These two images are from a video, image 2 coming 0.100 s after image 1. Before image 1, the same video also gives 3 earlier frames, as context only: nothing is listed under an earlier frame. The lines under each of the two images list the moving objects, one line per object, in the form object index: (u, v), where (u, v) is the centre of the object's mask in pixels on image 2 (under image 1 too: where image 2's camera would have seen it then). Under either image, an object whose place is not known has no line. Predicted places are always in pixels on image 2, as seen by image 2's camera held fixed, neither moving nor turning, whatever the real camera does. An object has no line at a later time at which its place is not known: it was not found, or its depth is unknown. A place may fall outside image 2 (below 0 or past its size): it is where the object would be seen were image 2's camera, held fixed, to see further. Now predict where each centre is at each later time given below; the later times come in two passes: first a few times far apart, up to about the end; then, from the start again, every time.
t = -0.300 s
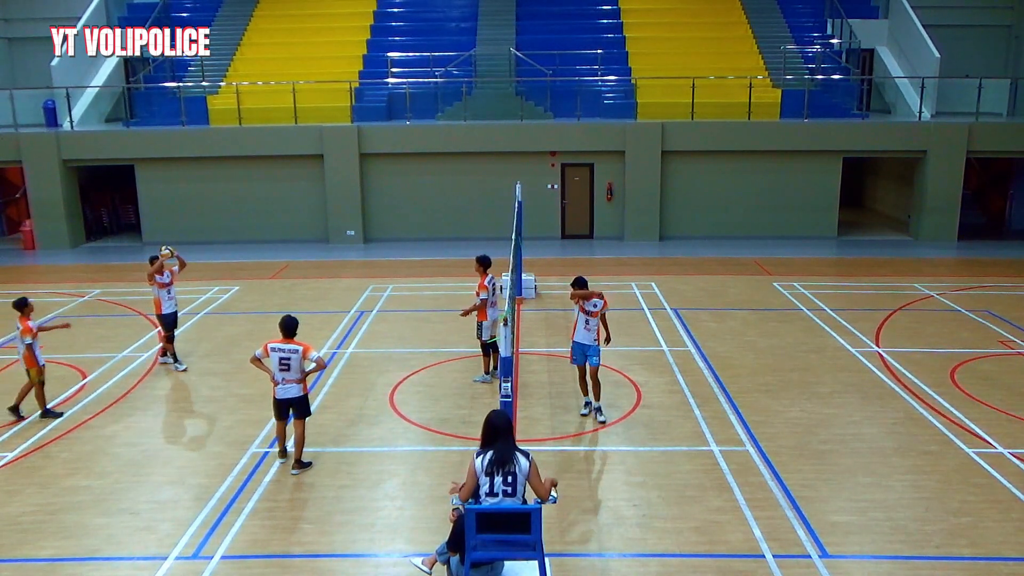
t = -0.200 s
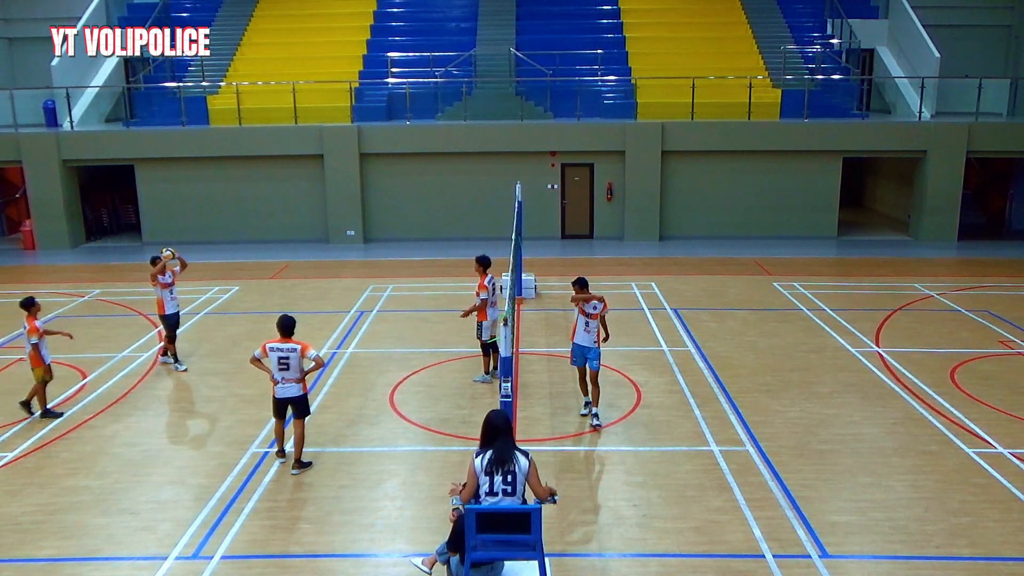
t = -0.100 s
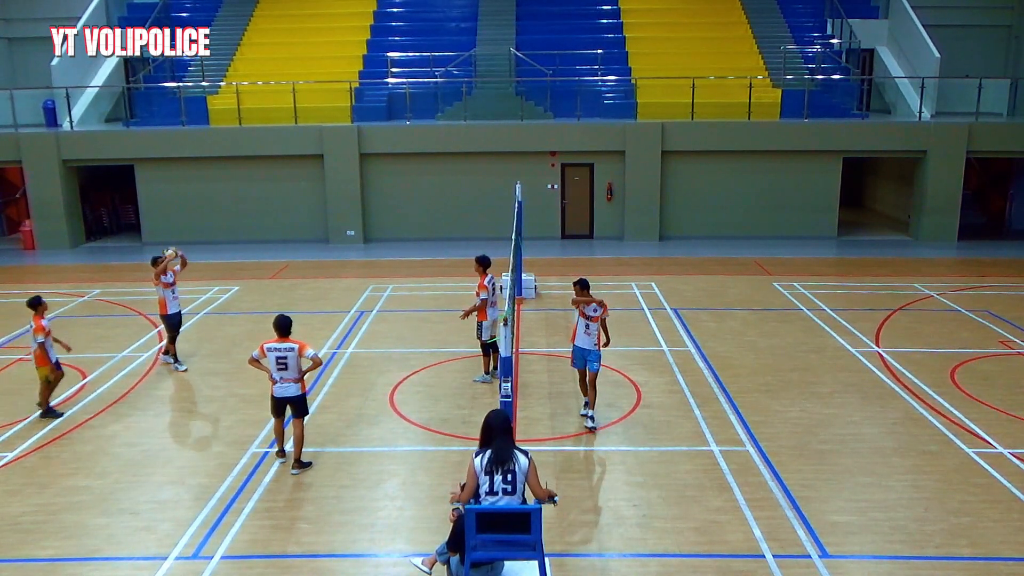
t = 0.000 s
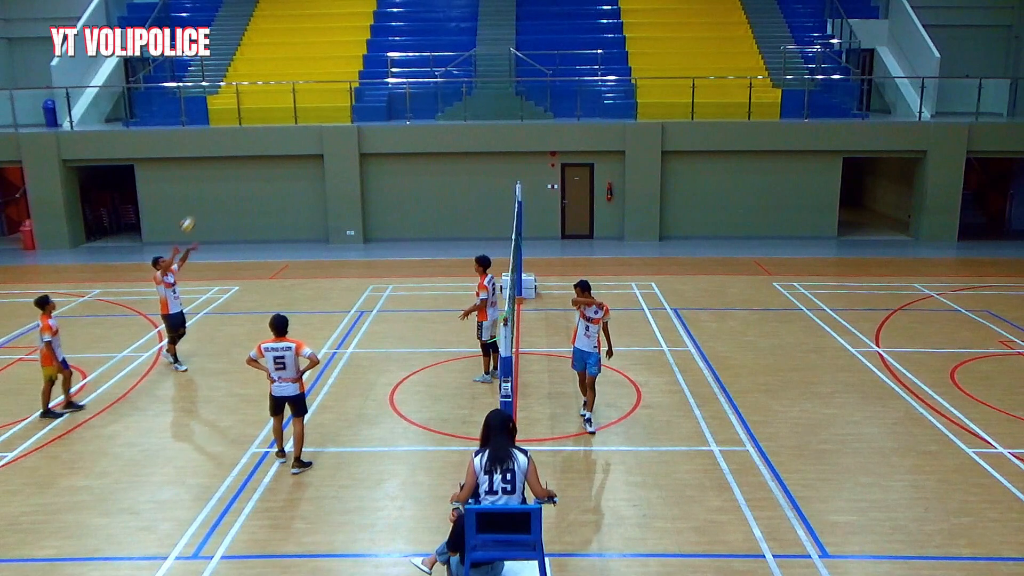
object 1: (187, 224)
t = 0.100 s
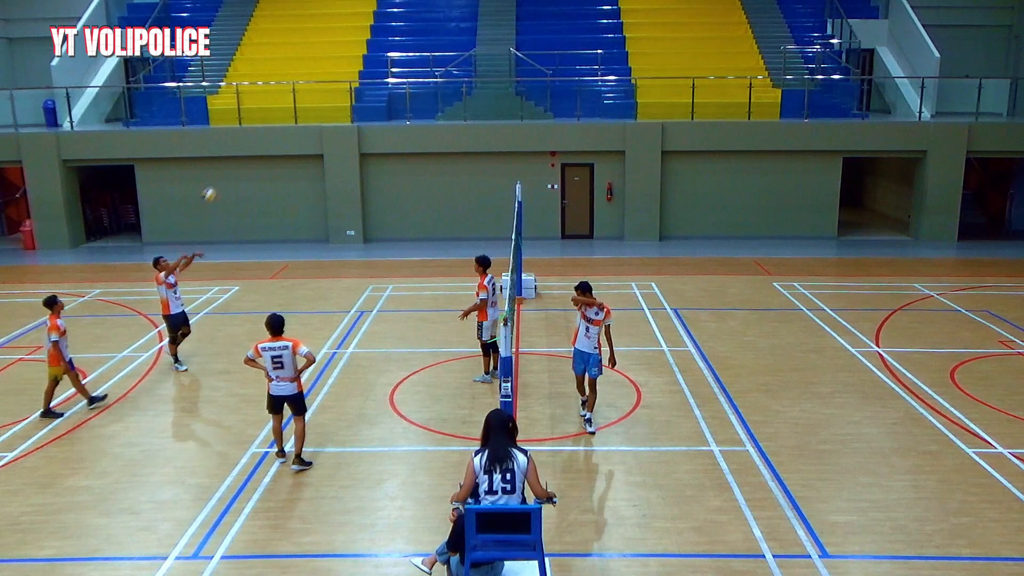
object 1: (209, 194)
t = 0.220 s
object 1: (235, 166)
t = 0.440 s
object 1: (284, 141)
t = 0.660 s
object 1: (336, 147)
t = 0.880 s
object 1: (389, 186)
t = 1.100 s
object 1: (442, 255)
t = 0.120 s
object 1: (213, 189)
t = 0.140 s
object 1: (217, 184)
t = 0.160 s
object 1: (222, 179)
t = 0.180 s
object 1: (227, 175)
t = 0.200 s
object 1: (231, 170)
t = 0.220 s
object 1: (235, 166)
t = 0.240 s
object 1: (240, 163)
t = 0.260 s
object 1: (245, 160)
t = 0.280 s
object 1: (249, 156)
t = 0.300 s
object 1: (254, 153)
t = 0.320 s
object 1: (257, 151)
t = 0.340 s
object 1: (262, 148)
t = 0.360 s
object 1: (266, 147)
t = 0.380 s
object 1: (271, 145)
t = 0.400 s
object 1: (275, 144)
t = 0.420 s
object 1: (280, 142)
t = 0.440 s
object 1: (284, 141)
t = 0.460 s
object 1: (289, 140)
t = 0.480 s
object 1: (293, 140)
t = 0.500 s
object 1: (298, 140)
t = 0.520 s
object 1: (303, 140)
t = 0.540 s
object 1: (308, 140)
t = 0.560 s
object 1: (312, 140)
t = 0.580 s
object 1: (317, 141)
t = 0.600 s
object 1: (322, 142)
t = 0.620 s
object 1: (327, 143)
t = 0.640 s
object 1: (331, 145)
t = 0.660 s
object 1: (336, 147)
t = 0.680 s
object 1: (341, 149)
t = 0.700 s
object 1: (346, 151)
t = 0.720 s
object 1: (351, 154)
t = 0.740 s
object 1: (355, 157)
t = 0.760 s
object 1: (360, 161)
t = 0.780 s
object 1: (365, 164)
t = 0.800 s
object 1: (370, 168)
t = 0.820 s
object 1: (375, 172)
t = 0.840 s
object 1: (380, 176)
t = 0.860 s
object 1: (384, 181)
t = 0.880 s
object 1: (389, 186)
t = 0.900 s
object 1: (394, 191)
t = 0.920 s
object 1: (399, 196)
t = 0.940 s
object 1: (404, 202)
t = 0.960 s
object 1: (409, 208)
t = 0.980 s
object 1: (413, 214)
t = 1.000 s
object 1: (418, 220)
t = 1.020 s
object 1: (423, 227)
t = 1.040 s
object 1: (427, 234)
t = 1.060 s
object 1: (432, 240)
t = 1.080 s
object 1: (437, 248)
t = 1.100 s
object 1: (442, 255)
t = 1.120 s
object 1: (447, 263)
